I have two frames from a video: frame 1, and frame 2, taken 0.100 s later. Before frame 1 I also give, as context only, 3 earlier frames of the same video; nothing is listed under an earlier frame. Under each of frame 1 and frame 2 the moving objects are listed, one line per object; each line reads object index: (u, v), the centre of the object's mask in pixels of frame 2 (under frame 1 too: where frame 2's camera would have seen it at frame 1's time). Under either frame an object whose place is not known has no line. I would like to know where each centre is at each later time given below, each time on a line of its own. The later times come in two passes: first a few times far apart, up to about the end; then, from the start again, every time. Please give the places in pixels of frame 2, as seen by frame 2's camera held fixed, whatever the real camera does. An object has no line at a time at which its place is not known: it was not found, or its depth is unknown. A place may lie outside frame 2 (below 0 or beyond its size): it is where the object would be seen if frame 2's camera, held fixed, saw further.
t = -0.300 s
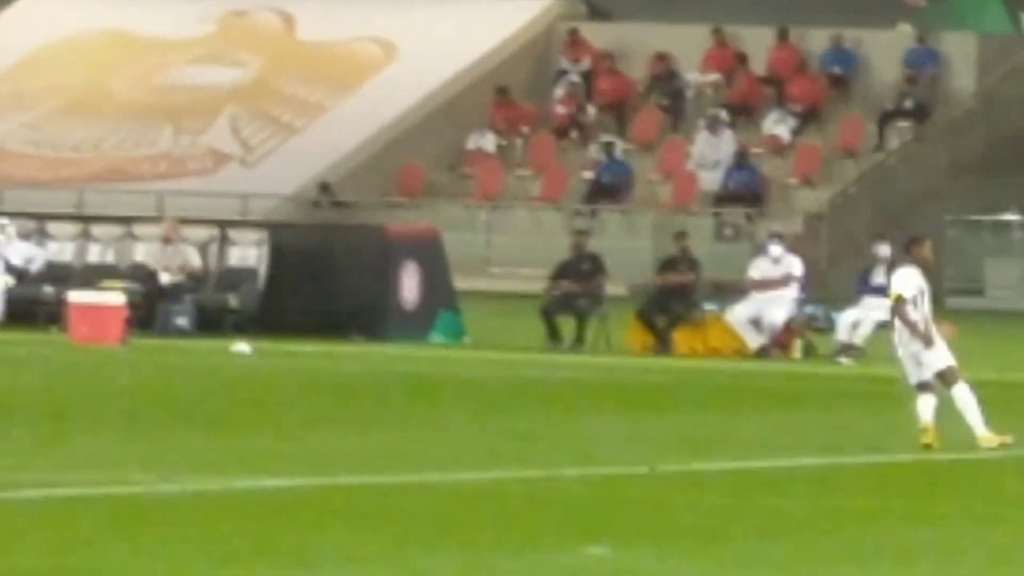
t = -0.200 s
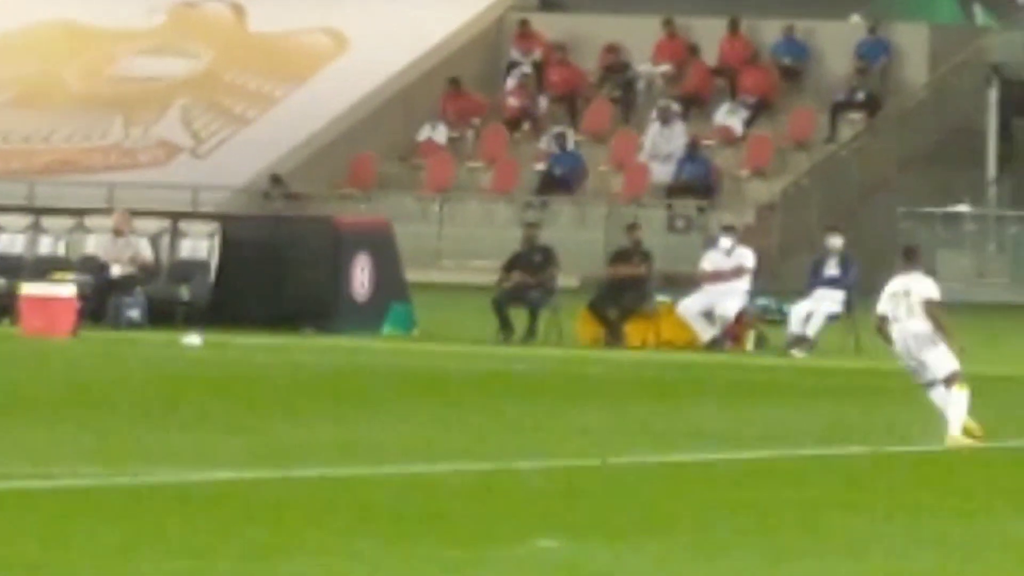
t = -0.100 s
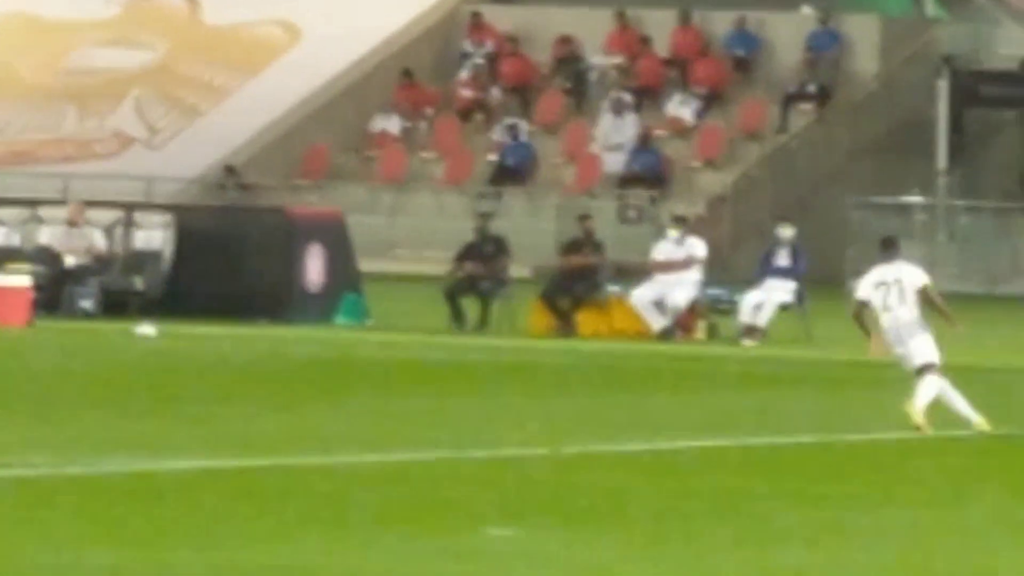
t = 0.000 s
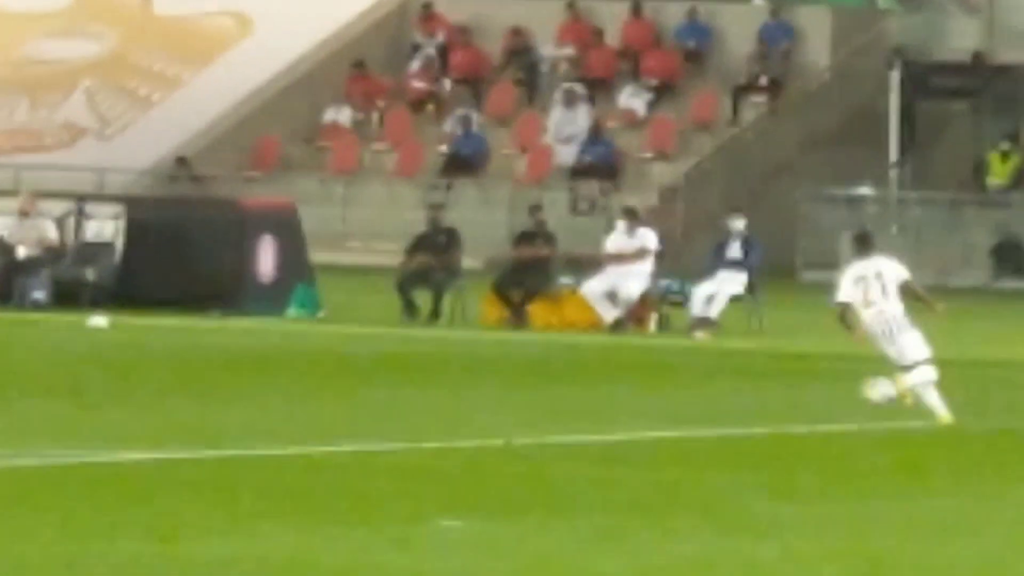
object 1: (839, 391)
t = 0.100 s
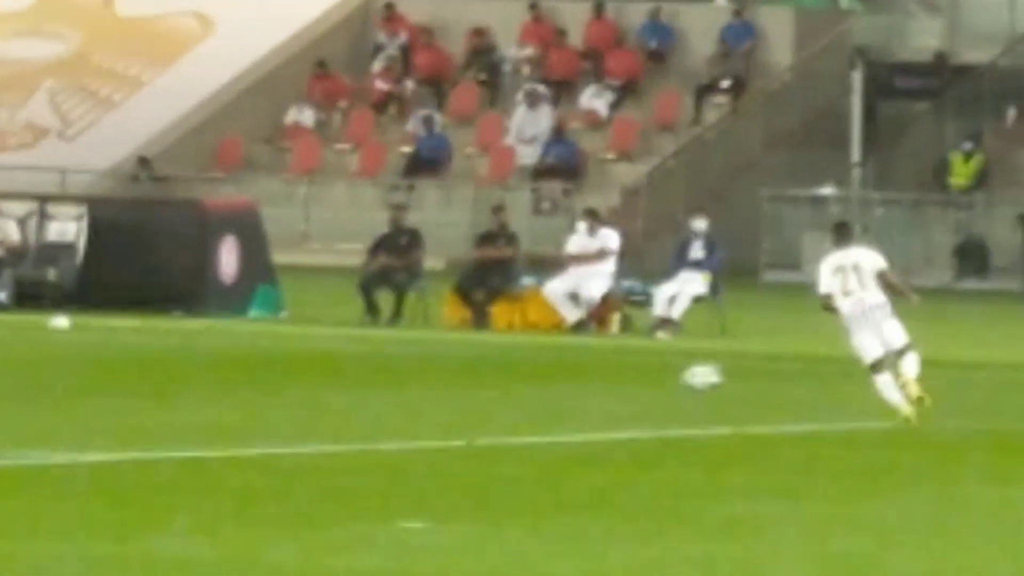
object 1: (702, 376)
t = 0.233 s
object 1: (534, 369)
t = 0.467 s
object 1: (289, 356)
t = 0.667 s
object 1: (117, 346)
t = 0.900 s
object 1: (-48, 336)
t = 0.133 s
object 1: (656, 378)
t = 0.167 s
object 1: (612, 377)
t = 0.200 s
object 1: (571, 373)
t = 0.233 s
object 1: (534, 369)
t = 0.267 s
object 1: (496, 366)
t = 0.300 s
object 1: (459, 364)
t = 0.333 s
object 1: (423, 364)
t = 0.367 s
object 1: (387, 364)
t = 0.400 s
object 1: (354, 360)
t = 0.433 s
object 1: (322, 357)
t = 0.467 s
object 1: (289, 356)
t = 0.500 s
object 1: (257, 356)
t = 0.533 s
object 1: (228, 353)
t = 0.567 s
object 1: (200, 350)
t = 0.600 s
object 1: (172, 348)
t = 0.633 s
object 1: (145, 346)
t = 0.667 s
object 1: (117, 346)
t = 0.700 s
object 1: (92, 345)
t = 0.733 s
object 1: (67, 341)
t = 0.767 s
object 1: (42, 341)
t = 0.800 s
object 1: (18, 340)
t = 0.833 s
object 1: (-5, 339)
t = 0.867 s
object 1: (-27, 338)
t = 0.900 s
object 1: (-48, 336)
